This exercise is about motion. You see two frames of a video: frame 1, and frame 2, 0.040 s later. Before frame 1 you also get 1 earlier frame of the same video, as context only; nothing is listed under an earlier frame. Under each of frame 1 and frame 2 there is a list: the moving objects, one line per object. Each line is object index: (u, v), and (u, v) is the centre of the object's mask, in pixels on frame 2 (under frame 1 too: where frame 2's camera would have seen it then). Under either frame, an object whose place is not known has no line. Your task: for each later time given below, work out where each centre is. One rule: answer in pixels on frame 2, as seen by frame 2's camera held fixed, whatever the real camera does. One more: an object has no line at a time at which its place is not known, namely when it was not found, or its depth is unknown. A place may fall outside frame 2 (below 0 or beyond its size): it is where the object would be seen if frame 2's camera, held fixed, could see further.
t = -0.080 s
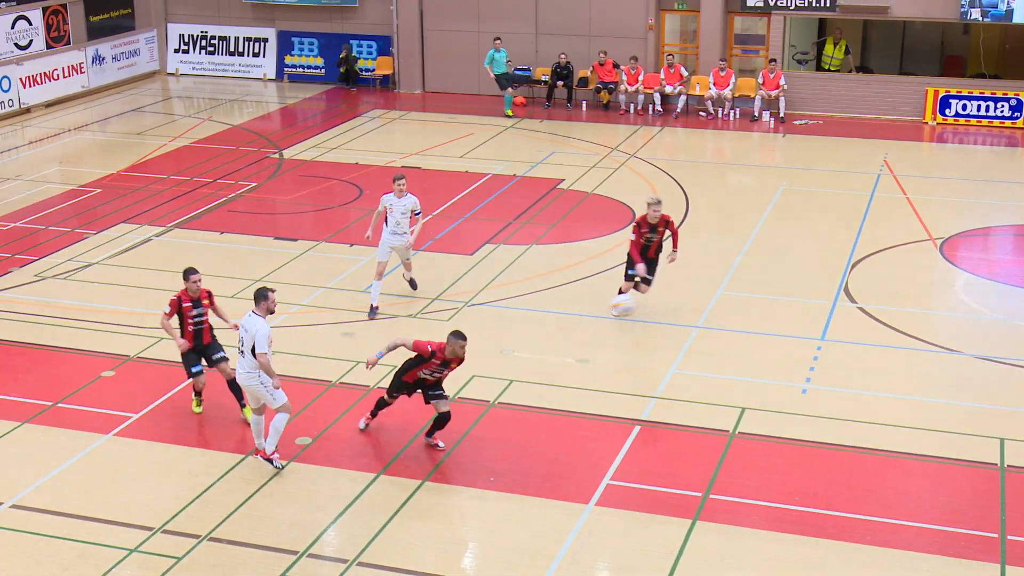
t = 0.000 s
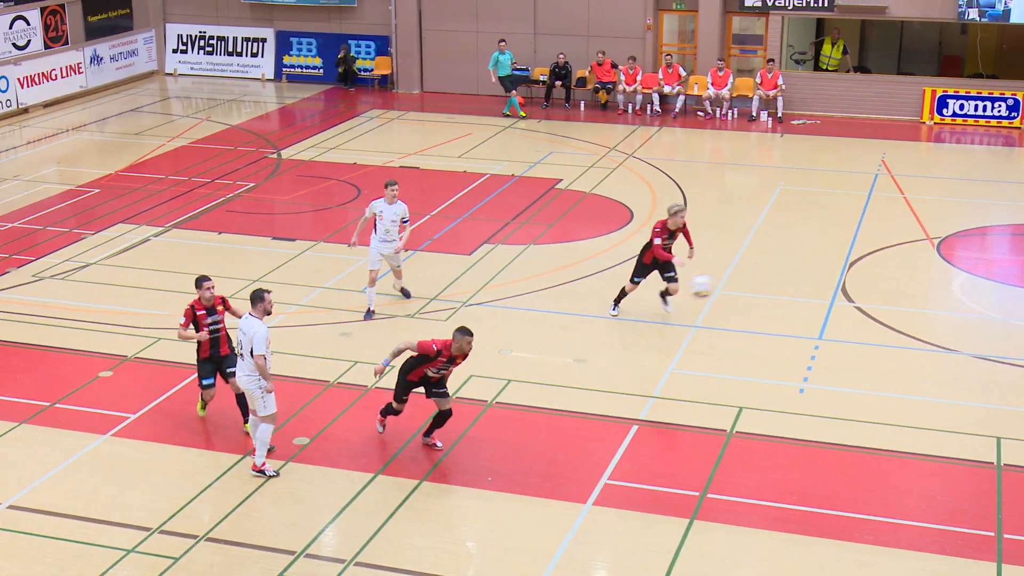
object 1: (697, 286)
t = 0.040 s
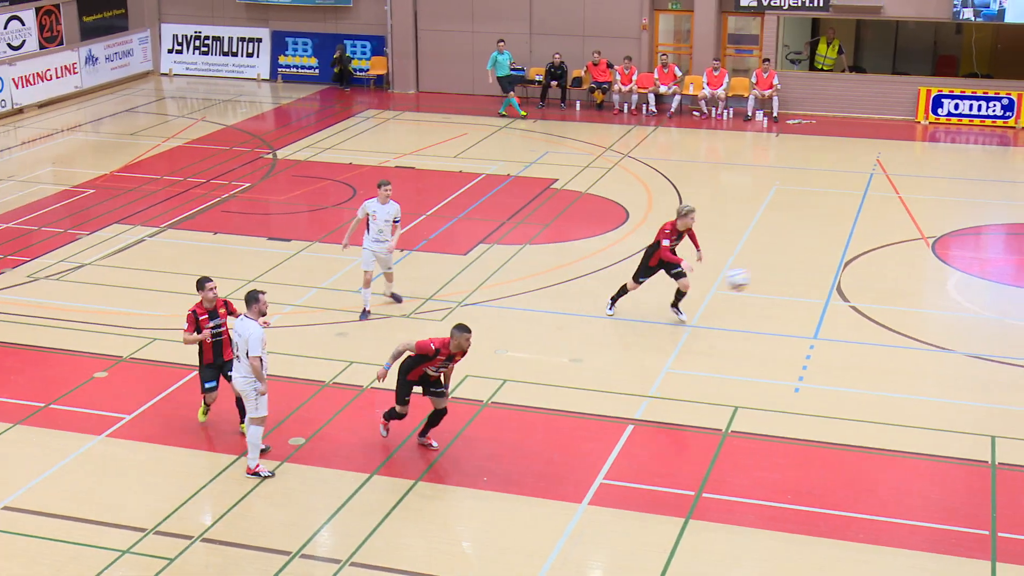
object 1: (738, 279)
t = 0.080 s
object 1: (779, 274)
